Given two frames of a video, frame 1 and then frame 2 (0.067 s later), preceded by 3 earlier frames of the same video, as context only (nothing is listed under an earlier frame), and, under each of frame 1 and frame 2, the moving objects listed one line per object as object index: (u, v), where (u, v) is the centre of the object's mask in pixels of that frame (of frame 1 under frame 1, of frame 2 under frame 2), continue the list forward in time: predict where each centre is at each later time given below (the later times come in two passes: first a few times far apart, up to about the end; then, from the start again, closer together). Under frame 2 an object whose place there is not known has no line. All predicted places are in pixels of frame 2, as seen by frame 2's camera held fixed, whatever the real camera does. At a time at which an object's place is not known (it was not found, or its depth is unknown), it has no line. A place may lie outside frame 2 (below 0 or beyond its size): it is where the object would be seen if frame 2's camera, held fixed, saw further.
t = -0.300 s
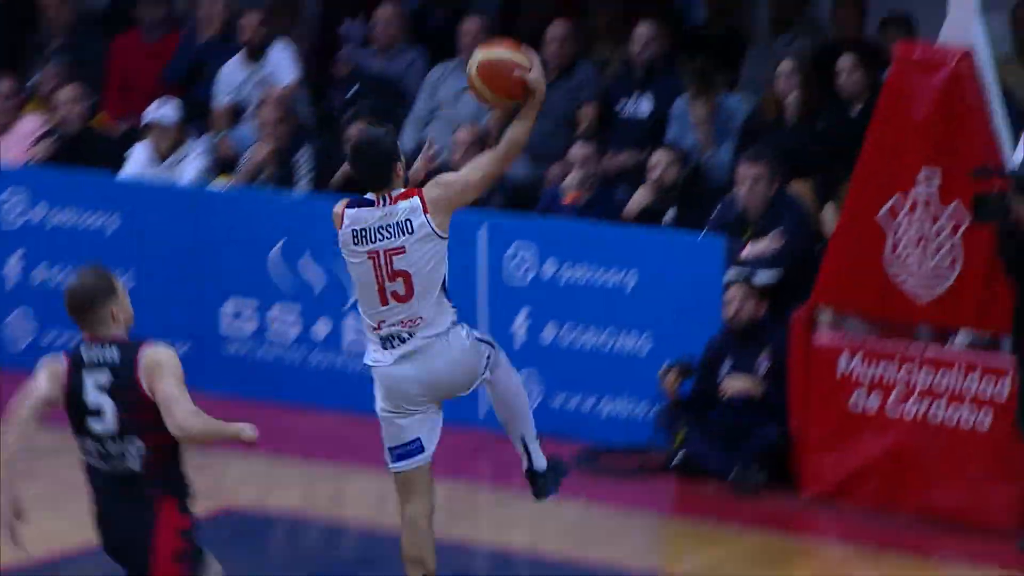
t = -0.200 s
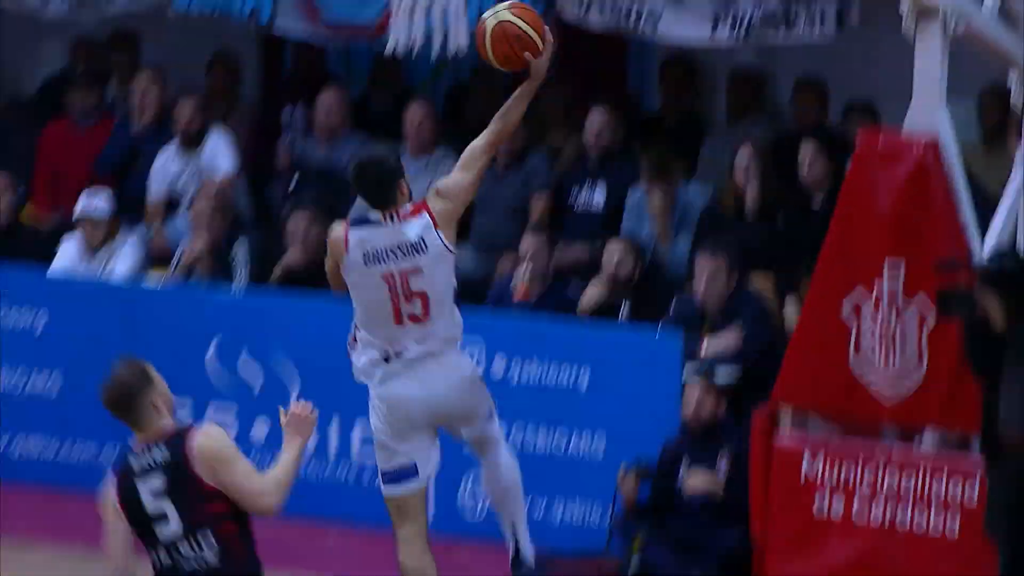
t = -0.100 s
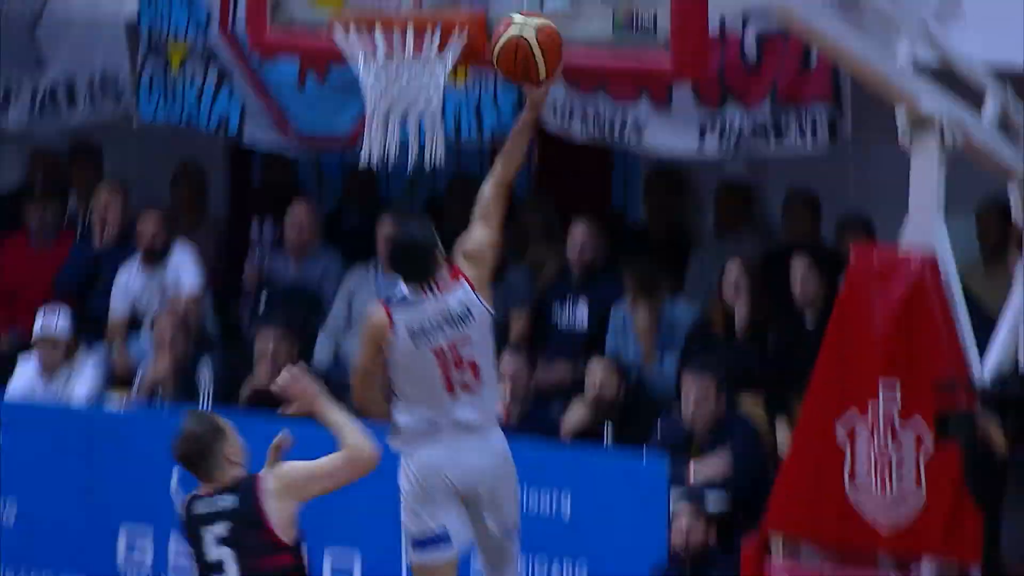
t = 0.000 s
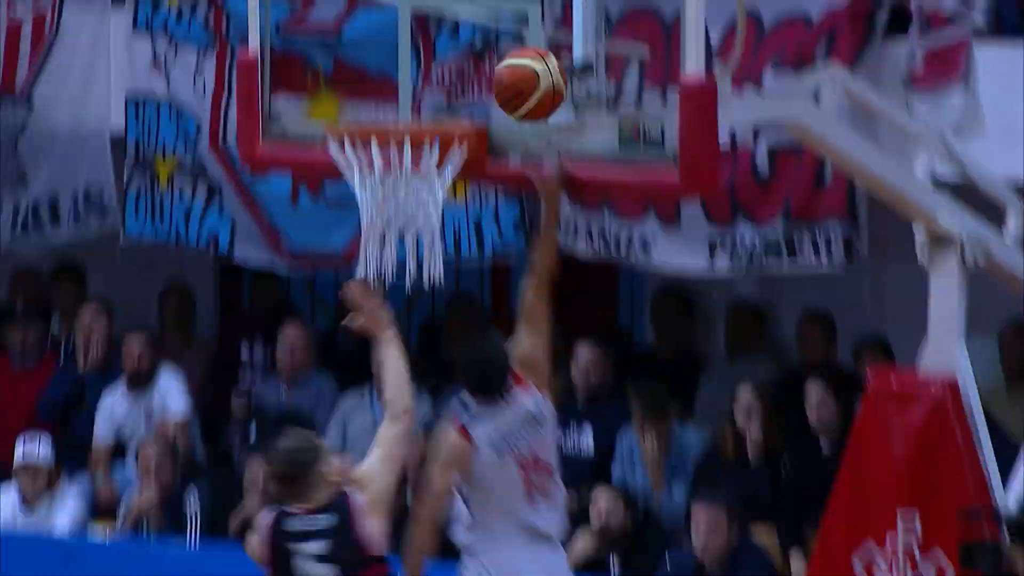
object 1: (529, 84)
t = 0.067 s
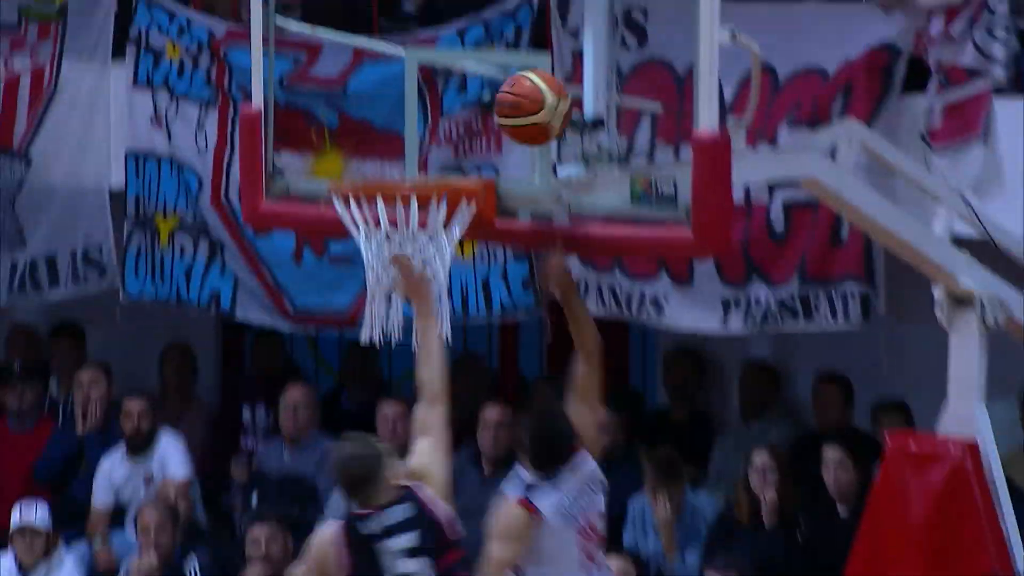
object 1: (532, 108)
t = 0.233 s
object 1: (469, 102)
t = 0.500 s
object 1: (400, 159)
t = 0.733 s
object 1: (394, 221)
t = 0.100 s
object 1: (519, 100)
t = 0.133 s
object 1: (507, 96)
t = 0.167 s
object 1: (495, 95)
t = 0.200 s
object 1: (481, 97)
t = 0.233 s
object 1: (469, 102)
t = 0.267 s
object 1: (456, 111)
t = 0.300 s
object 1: (445, 123)
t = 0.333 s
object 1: (432, 139)
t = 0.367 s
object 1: (420, 156)
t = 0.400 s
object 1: (415, 155)
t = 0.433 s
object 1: (410, 154)
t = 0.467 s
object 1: (405, 156)
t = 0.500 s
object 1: (400, 159)
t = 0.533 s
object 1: (395, 164)
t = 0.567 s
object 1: (390, 180)
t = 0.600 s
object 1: (380, 196)
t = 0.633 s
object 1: (385, 206)
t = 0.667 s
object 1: (391, 215)
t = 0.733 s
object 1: (394, 221)
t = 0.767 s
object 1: (398, 256)
